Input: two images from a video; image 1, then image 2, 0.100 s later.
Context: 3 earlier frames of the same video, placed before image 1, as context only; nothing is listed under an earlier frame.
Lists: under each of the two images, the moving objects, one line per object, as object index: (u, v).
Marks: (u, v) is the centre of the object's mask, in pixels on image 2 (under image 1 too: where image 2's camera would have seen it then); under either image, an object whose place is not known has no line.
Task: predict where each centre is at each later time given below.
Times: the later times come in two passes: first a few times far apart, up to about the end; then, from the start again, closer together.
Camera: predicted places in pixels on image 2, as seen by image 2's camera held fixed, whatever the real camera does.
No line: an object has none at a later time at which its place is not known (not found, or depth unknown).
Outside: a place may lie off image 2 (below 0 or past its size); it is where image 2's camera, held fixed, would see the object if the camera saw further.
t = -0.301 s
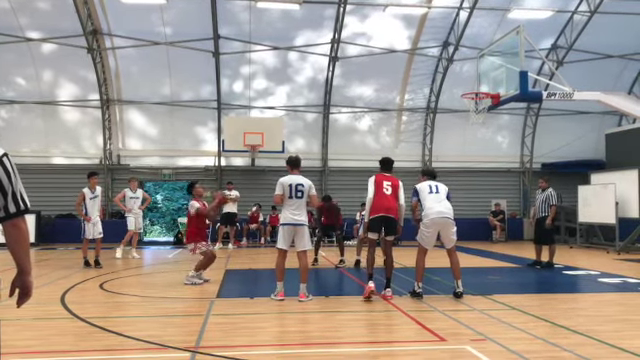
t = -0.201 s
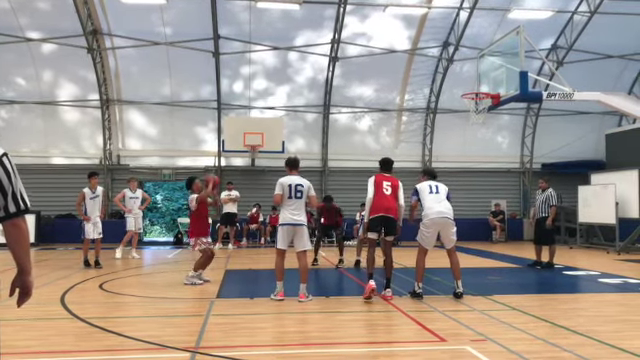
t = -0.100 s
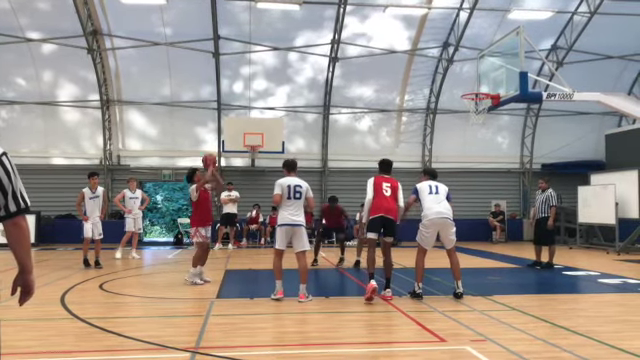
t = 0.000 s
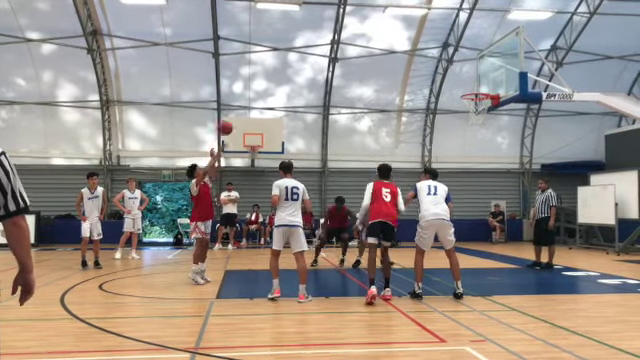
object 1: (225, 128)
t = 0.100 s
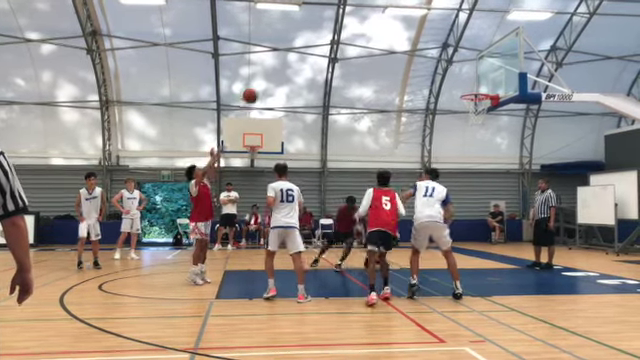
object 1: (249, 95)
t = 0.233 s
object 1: (282, 63)
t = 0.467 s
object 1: (338, 33)
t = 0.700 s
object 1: (391, 34)
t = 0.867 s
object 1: (428, 54)
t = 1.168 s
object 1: (487, 116)
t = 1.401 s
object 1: (502, 144)
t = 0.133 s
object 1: (258, 86)
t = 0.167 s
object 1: (266, 78)
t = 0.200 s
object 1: (274, 70)
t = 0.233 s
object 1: (282, 63)
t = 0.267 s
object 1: (291, 57)
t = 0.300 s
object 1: (299, 51)
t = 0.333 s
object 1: (307, 46)
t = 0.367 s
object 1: (315, 41)
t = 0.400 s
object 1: (323, 38)
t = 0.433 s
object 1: (330, 35)
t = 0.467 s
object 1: (338, 33)
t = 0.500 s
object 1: (346, 30)
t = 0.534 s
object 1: (354, 30)
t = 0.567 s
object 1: (361, 29)
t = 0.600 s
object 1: (369, 29)
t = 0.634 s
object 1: (376, 30)
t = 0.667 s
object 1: (384, 31)
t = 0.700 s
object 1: (391, 34)
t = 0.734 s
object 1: (399, 36)
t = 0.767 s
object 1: (406, 40)
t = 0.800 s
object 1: (413, 44)
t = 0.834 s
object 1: (421, 48)
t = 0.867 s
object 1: (428, 54)
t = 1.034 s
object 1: (464, 89)
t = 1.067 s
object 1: (469, 101)
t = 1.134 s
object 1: (485, 115)
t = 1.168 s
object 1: (487, 116)
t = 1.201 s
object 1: (489, 117)
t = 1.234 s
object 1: (491, 120)
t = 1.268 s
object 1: (493, 123)
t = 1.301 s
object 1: (496, 128)
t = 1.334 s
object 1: (498, 132)
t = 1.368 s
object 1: (500, 138)
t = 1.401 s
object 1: (502, 144)
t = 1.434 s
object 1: (504, 151)
